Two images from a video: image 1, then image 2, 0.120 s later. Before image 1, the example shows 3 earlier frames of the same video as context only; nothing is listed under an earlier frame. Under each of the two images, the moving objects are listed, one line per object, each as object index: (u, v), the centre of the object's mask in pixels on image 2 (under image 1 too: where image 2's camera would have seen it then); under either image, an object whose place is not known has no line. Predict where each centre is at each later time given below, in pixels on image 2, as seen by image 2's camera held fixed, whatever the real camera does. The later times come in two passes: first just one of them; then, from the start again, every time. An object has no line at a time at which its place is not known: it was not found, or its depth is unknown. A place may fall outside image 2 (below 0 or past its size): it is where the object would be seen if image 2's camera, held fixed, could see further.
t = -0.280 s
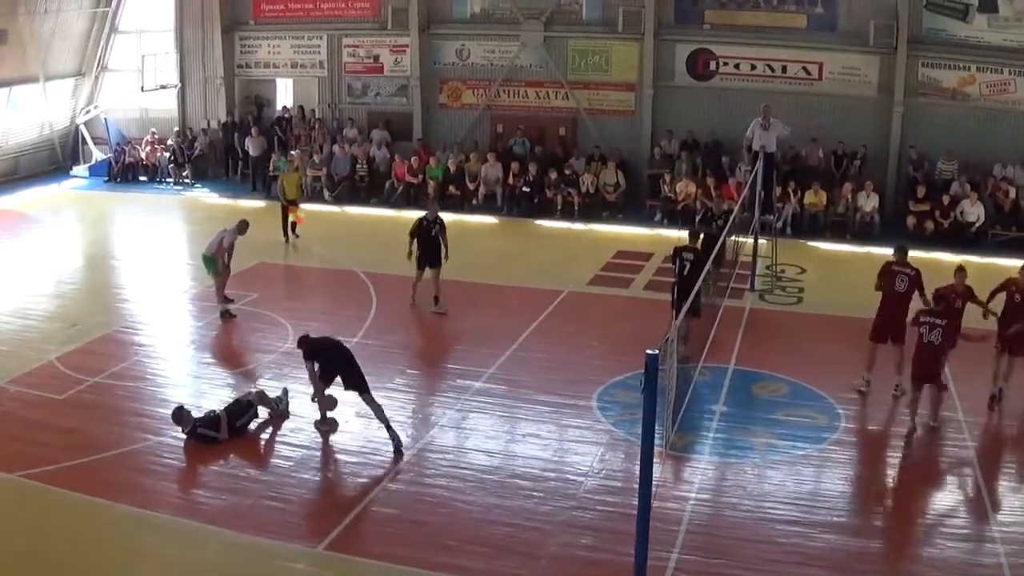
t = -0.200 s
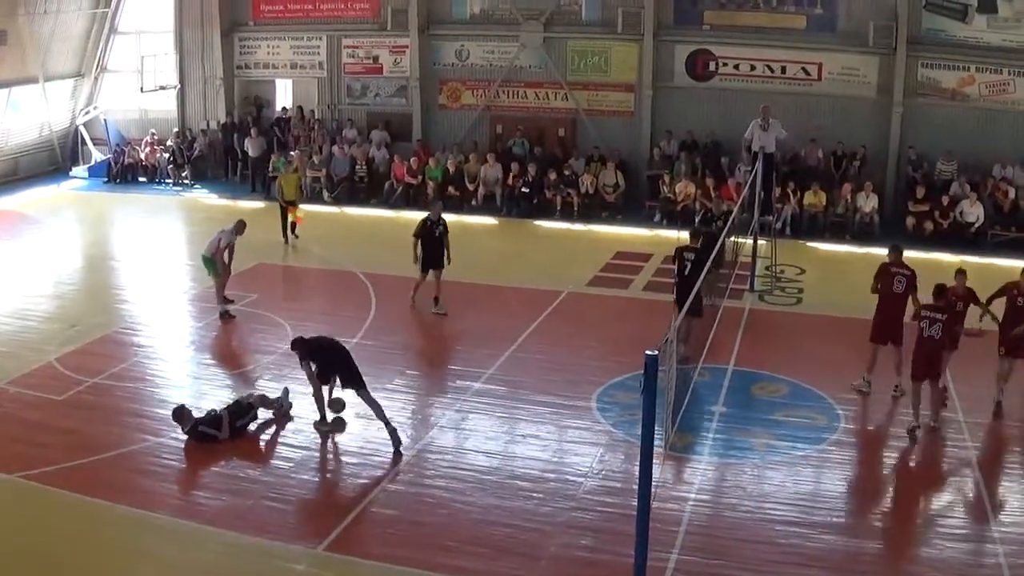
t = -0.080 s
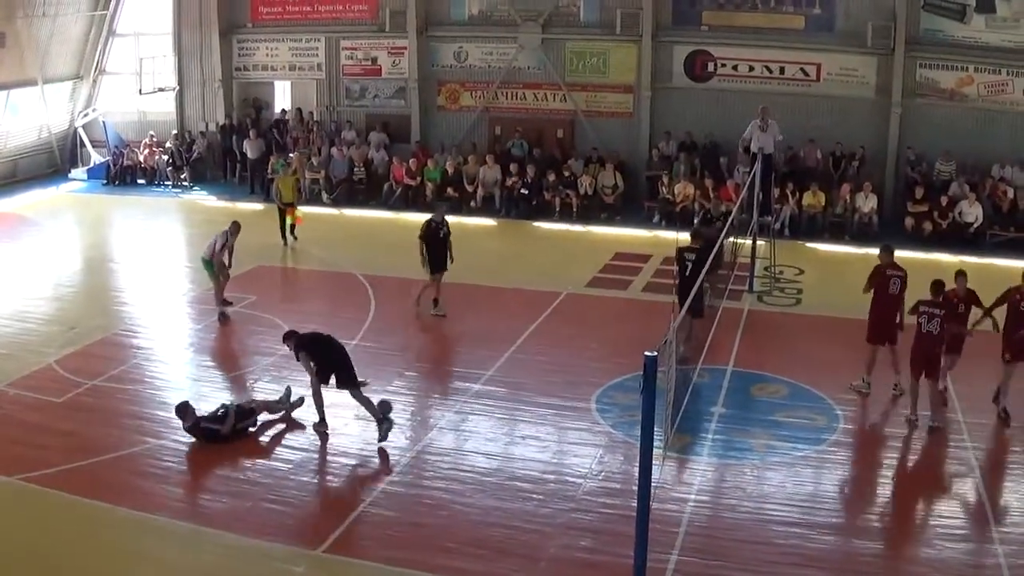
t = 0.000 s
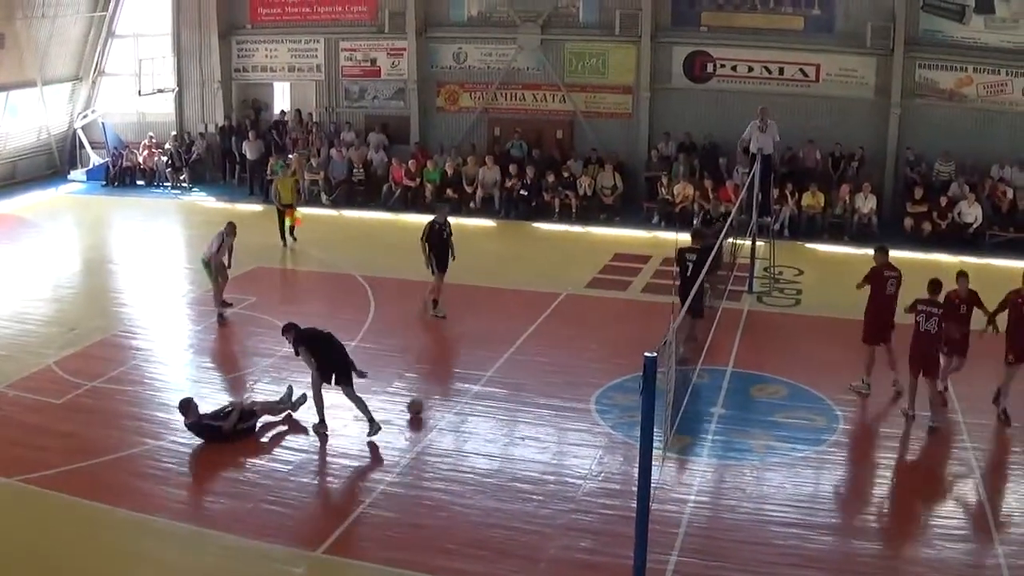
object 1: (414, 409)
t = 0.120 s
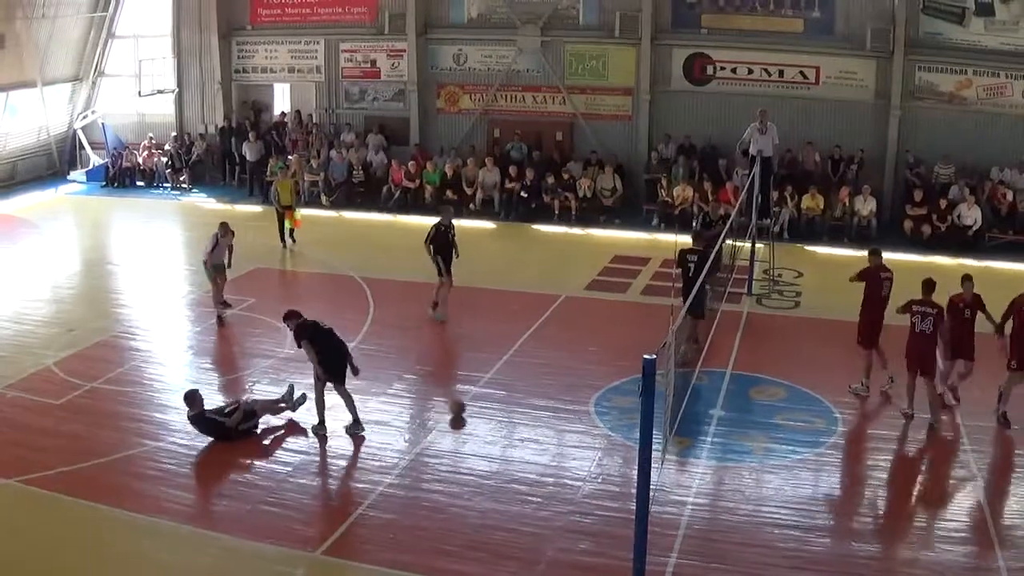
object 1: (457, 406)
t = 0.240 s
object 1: (499, 405)
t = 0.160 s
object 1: (470, 406)
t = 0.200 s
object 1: (485, 406)
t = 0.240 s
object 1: (499, 405)
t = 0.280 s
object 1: (512, 405)
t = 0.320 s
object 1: (525, 405)
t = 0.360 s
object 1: (539, 404)
